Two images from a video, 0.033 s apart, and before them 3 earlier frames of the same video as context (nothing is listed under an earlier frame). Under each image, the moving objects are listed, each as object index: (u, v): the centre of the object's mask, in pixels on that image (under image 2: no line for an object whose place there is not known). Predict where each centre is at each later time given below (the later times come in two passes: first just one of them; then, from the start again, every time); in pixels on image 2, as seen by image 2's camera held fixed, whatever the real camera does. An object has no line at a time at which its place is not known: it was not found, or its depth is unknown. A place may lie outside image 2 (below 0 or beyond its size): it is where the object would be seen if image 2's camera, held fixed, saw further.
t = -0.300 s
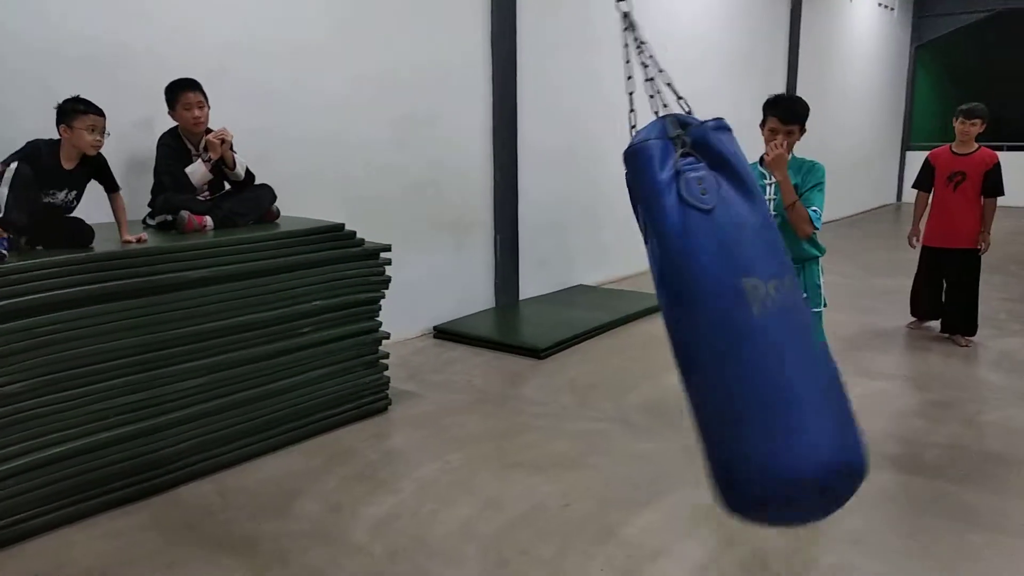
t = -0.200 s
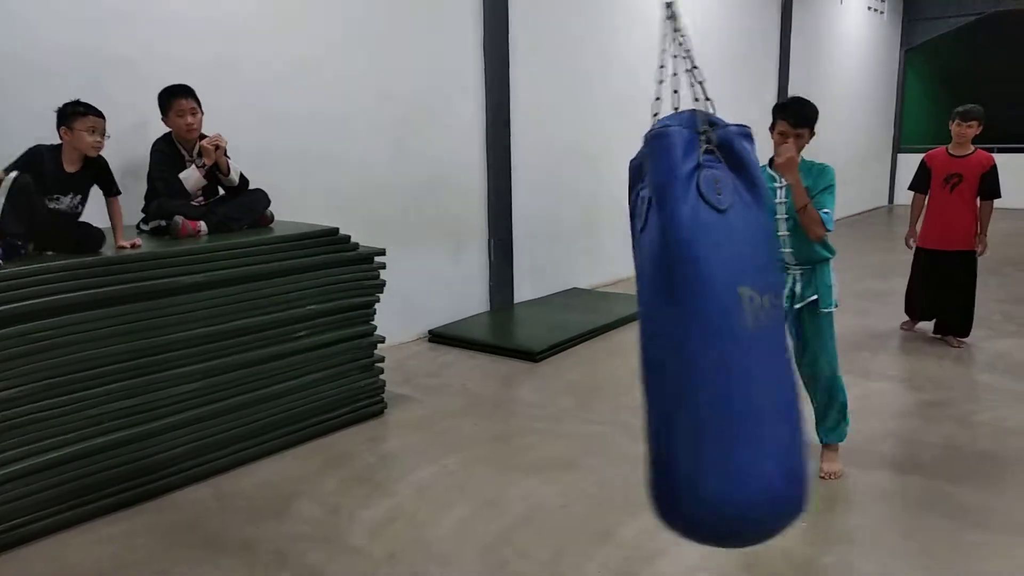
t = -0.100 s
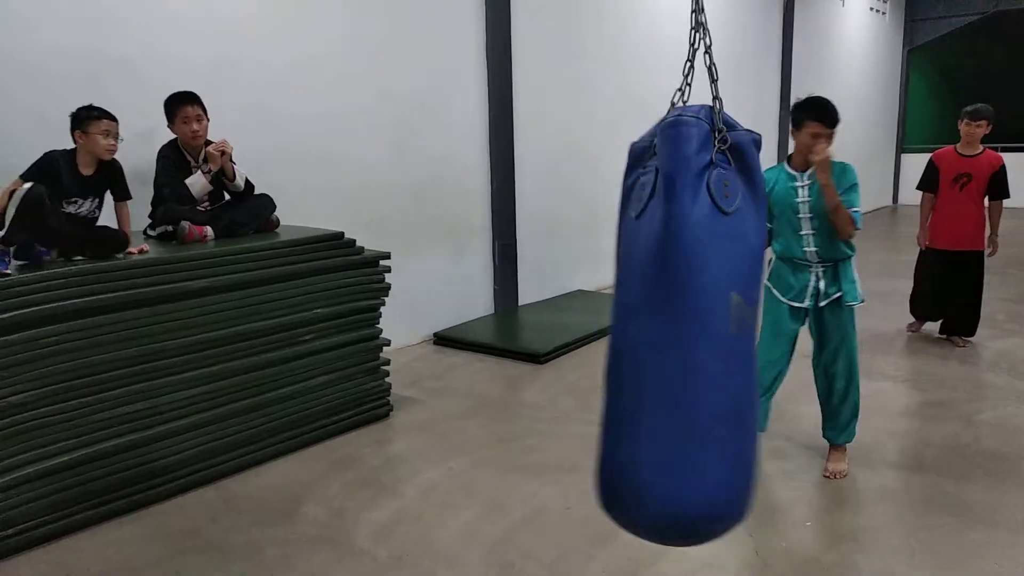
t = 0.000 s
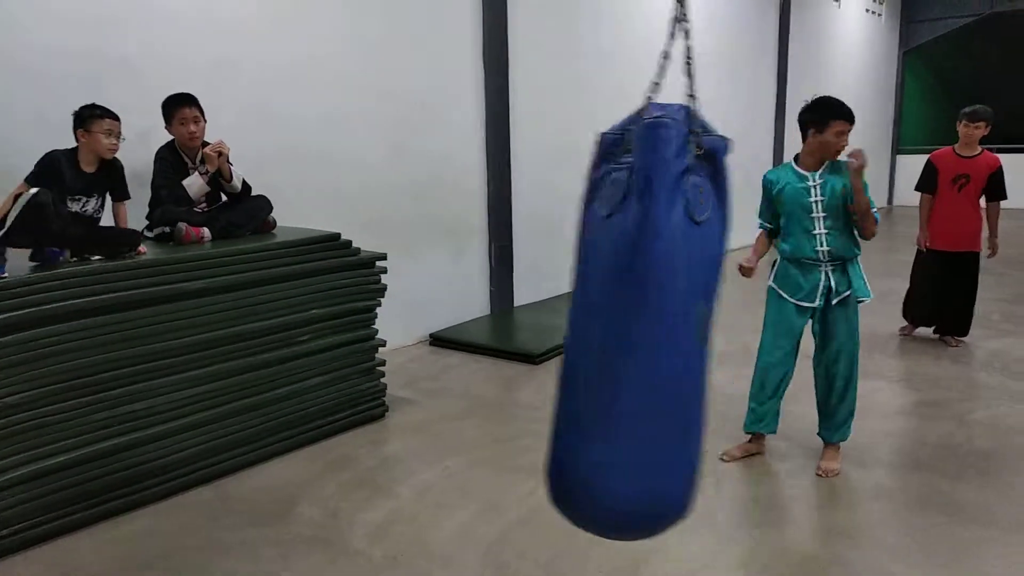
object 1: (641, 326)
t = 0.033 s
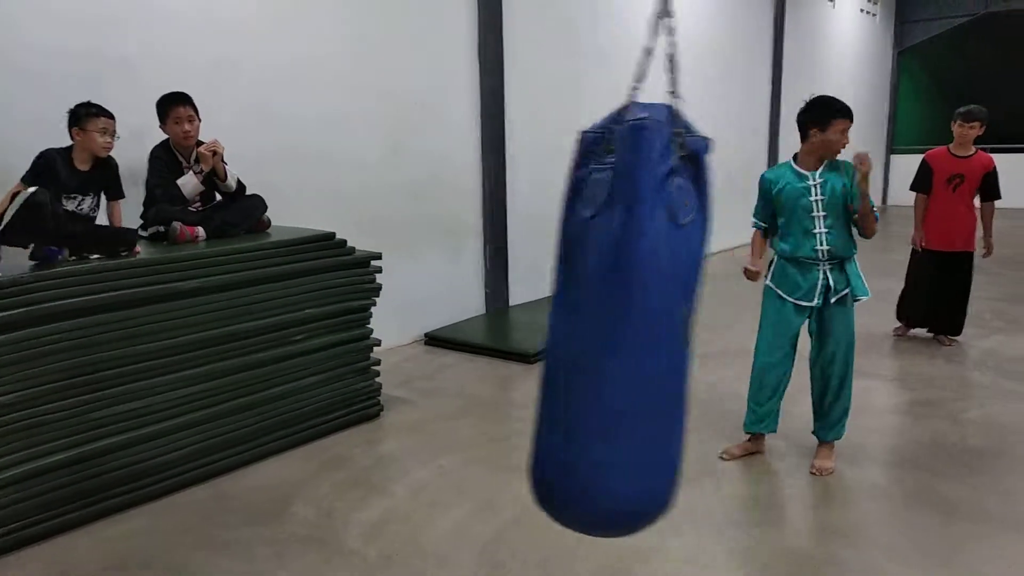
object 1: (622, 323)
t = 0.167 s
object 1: (571, 332)
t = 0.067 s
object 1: (609, 325)
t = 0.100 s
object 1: (594, 326)
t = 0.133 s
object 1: (582, 329)
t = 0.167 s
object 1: (571, 332)
